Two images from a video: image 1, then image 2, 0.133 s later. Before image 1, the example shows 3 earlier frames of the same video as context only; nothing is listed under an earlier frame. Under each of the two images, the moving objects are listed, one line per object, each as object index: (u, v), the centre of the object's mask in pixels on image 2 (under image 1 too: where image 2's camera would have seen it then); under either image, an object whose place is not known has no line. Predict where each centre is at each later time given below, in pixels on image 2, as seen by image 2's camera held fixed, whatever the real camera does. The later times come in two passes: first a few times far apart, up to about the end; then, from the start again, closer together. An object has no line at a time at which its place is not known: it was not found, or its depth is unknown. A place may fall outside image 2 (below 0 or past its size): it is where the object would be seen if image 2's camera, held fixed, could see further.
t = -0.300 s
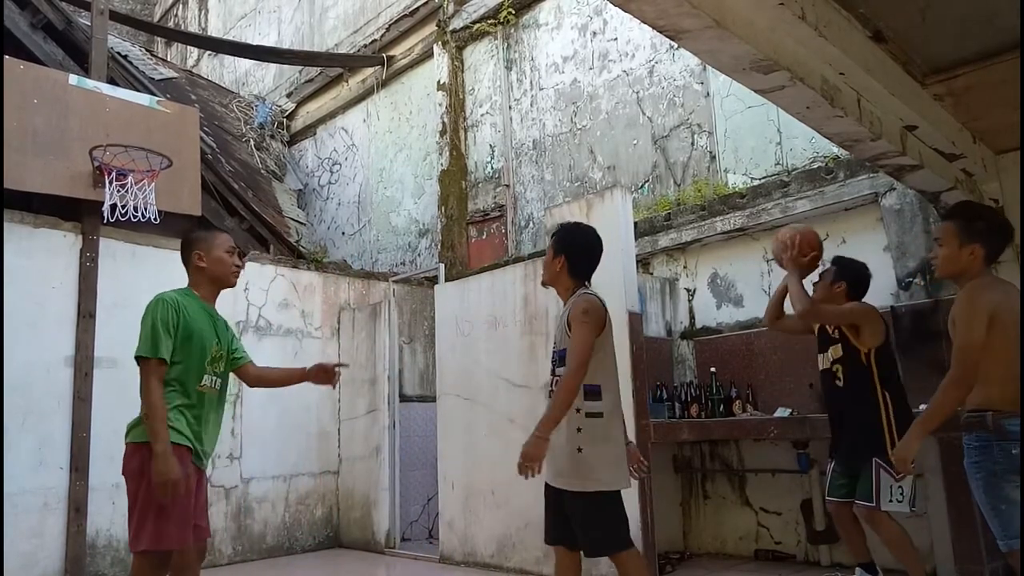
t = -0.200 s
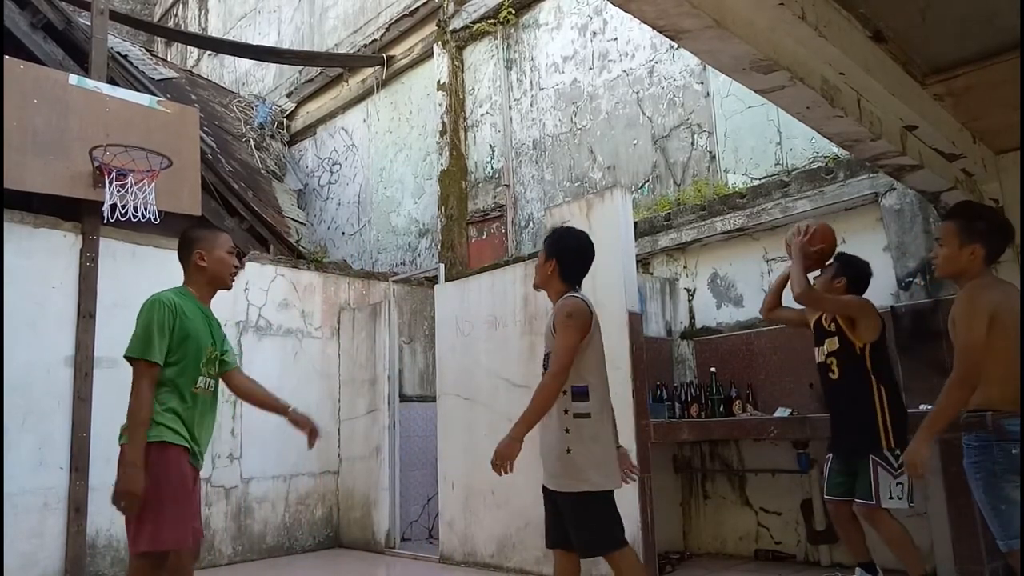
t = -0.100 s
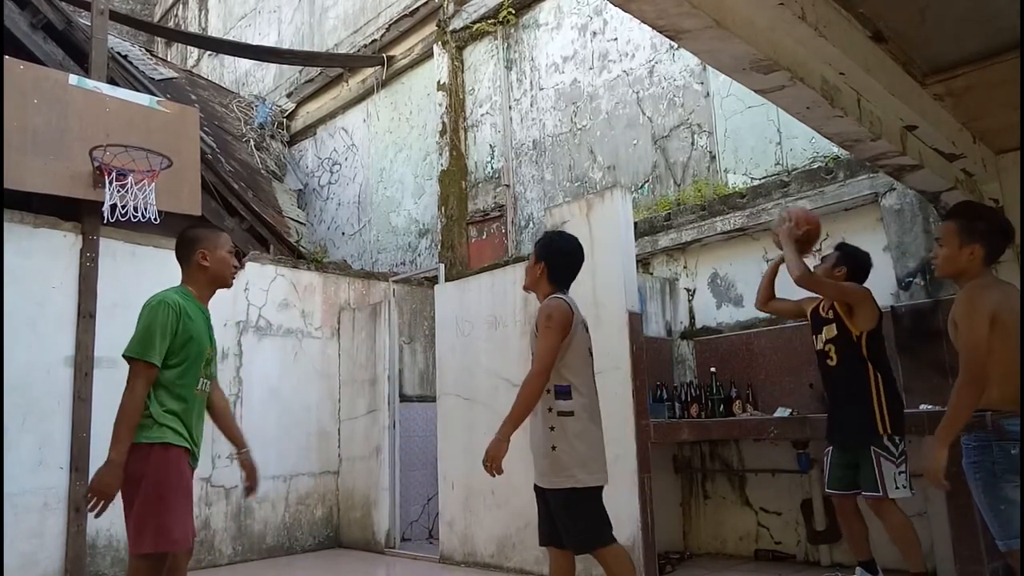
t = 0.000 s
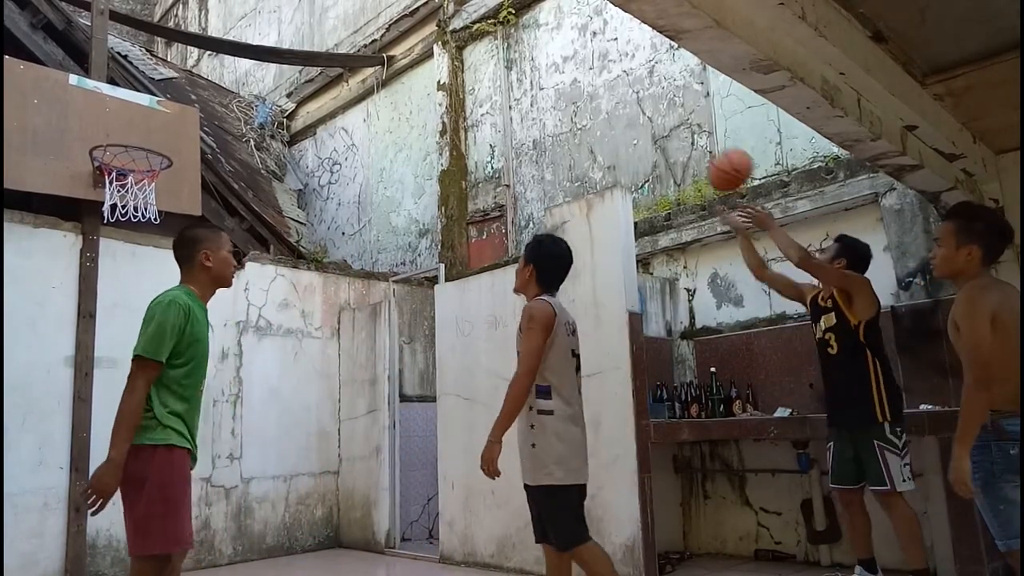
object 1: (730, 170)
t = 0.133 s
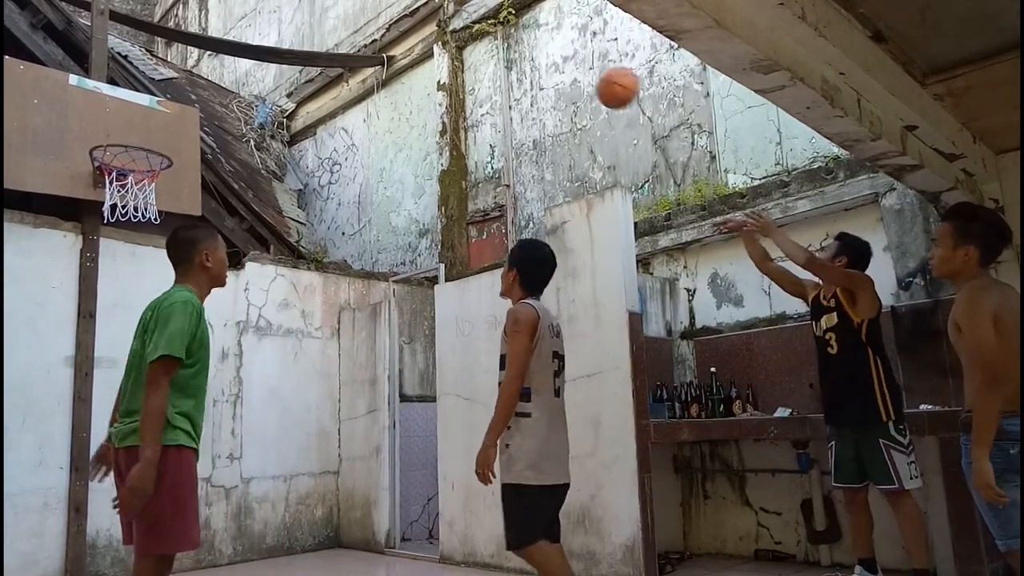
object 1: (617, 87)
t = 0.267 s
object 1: (517, 37)
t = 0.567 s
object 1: (325, 24)
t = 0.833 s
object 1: (169, 117)
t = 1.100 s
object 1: (136, 165)
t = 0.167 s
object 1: (591, 72)
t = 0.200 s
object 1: (566, 58)
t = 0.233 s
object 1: (541, 46)
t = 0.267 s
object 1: (517, 37)
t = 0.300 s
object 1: (494, 29)
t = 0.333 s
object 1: (472, 22)
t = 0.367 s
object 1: (449, 17)
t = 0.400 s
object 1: (428, 16)
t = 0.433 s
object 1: (407, 15)
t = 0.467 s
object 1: (386, 16)
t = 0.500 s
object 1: (365, 17)
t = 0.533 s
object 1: (344, 19)
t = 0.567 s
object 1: (325, 24)
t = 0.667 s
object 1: (265, 48)
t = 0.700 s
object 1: (247, 58)
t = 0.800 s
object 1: (189, 98)
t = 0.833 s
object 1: (169, 117)
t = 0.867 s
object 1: (150, 134)
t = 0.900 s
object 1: (129, 155)
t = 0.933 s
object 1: (128, 156)
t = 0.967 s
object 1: (126, 154)
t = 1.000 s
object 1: (125, 158)
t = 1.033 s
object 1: (127, 163)
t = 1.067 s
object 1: (130, 162)
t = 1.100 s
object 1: (136, 165)
